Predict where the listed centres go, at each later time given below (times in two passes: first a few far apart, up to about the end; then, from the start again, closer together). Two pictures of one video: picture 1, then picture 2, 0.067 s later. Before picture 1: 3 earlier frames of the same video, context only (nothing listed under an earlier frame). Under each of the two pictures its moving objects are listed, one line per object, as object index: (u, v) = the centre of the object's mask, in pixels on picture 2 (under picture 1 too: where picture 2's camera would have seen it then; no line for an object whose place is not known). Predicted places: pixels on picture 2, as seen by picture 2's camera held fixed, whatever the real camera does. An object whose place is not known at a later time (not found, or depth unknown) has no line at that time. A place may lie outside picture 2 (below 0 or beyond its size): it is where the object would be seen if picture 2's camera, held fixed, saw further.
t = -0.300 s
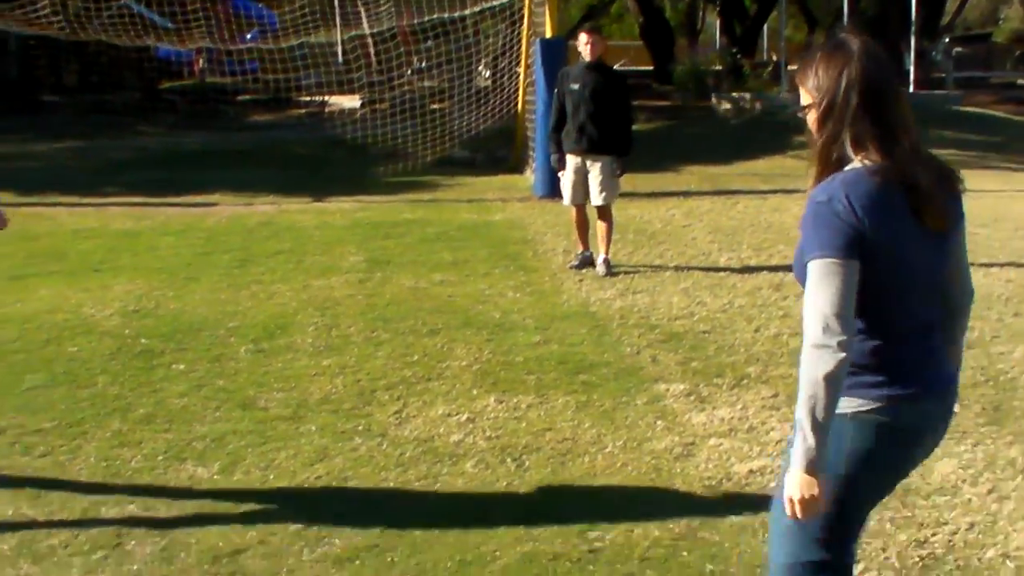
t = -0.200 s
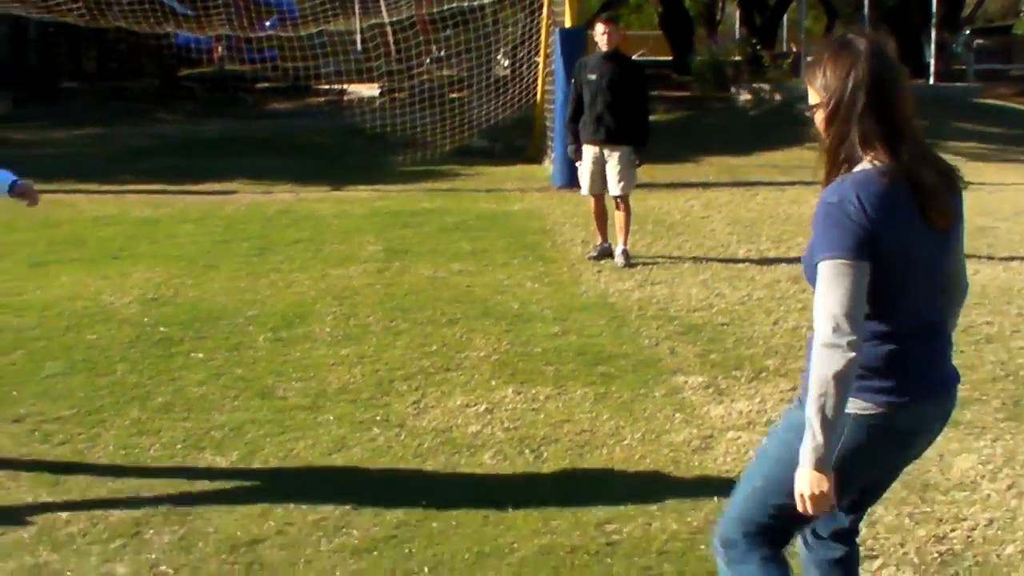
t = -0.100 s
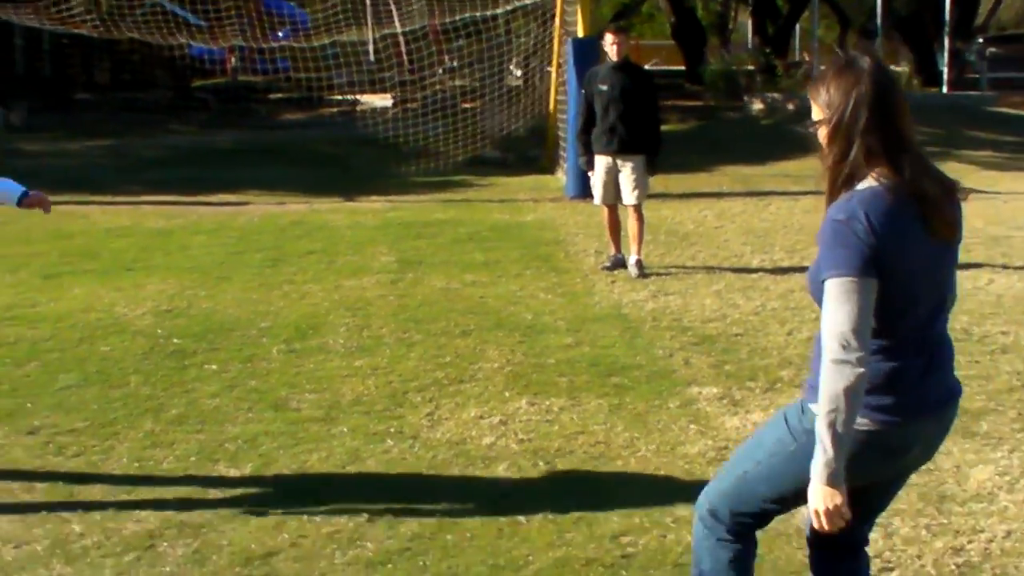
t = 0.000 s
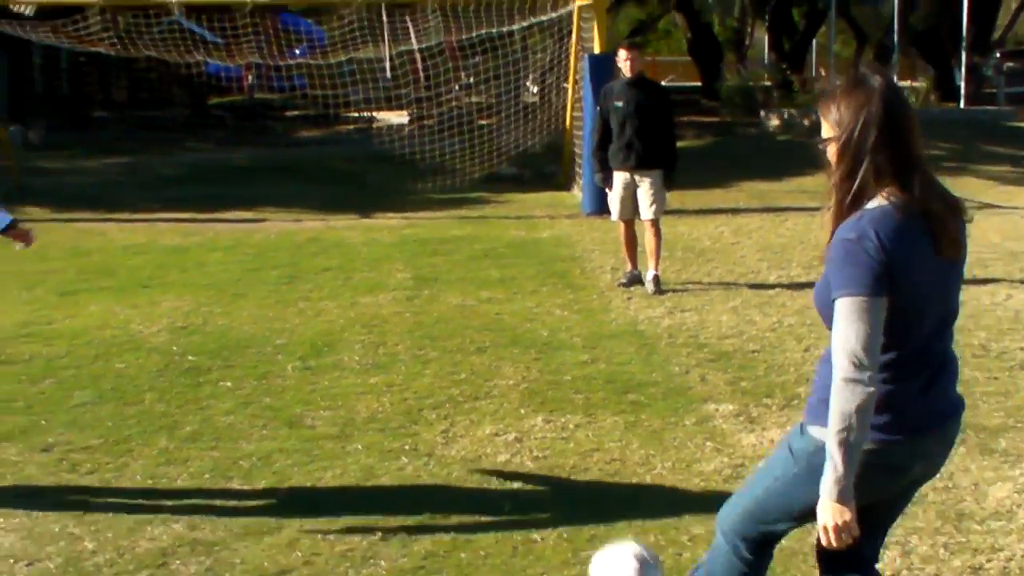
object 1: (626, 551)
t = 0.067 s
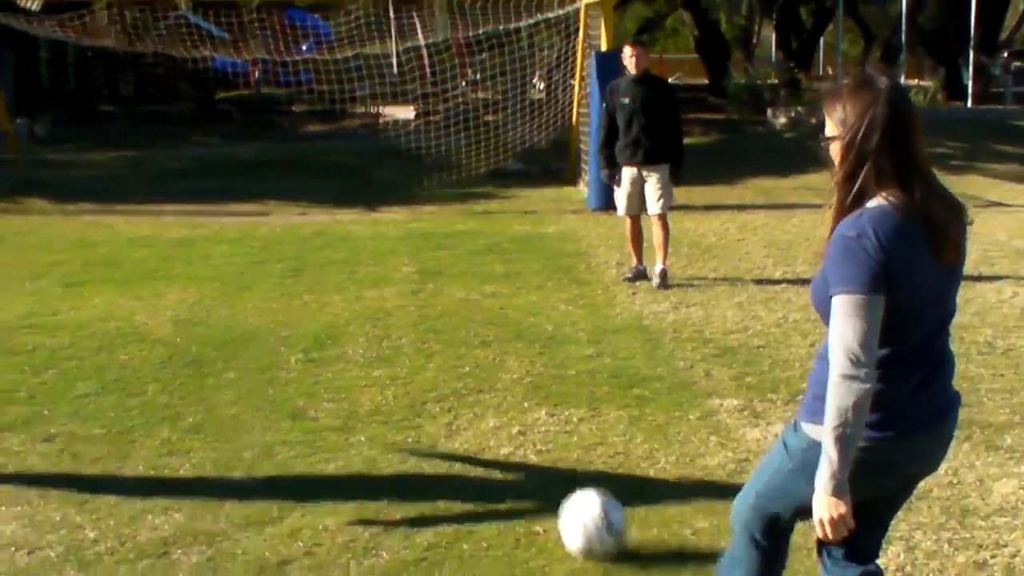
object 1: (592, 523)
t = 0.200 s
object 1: (544, 453)
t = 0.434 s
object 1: (492, 388)
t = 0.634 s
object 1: (468, 353)
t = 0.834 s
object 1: (452, 327)
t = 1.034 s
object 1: (439, 302)
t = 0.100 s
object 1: (577, 506)
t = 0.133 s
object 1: (565, 485)
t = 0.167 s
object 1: (553, 467)
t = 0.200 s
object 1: (544, 453)
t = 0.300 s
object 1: (517, 420)
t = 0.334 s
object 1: (510, 408)
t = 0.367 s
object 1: (504, 400)
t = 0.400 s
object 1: (498, 393)
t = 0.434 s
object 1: (492, 388)
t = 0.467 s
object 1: (488, 380)
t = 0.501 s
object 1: (484, 371)
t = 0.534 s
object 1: (480, 363)
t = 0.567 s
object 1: (476, 358)
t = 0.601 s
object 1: (472, 355)
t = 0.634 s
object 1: (468, 353)
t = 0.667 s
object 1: (465, 347)
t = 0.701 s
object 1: (462, 340)
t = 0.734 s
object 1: (460, 335)
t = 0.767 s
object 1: (456, 331)
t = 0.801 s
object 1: (454, 330)
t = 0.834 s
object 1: (452, 327)
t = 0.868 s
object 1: (449, 322)
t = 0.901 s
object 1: (447, 318)
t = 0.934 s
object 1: (445, 315)
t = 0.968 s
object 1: (443, 312)
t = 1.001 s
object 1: (441, 306)
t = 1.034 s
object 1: (439, 302)
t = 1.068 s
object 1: (438, 299)
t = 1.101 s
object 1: (436, 299)
